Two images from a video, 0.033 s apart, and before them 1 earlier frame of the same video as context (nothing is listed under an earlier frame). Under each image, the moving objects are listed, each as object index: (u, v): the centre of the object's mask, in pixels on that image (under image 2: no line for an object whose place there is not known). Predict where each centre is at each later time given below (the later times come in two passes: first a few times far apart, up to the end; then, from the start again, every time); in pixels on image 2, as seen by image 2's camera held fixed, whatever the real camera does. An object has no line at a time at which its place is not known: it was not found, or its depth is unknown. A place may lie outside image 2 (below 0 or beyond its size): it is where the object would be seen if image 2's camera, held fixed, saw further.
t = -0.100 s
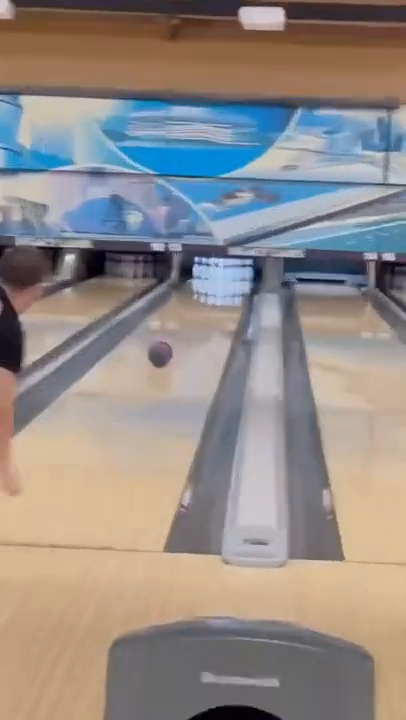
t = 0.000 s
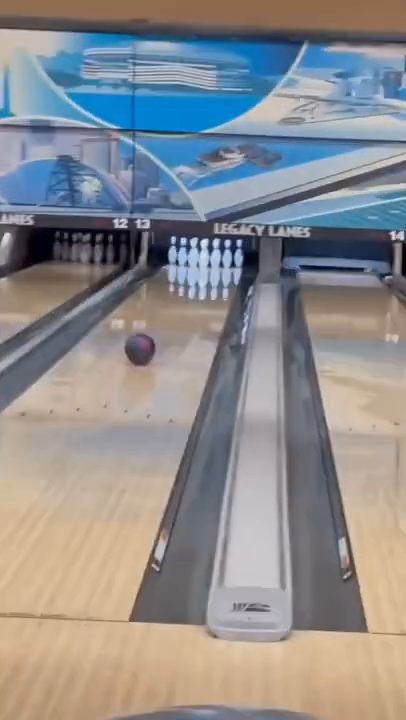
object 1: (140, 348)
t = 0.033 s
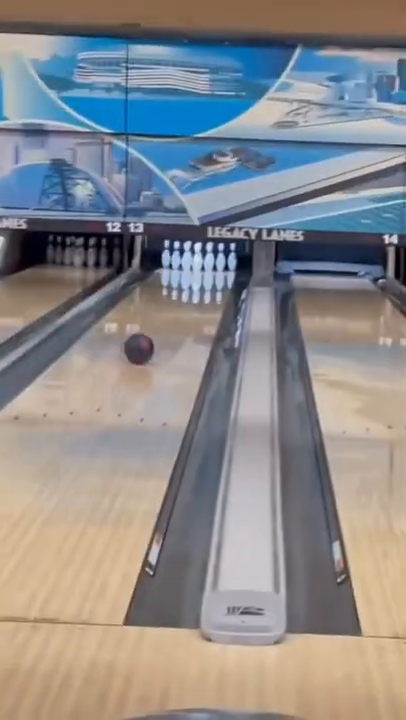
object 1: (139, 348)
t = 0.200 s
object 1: (160, 331)
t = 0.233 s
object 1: (164, 327)
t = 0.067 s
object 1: (143, 345)
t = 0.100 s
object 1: (147, 341)
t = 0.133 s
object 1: (152, 337)
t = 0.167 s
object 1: (156, 334)
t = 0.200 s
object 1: (160, 331)
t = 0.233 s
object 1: (164, 327)
